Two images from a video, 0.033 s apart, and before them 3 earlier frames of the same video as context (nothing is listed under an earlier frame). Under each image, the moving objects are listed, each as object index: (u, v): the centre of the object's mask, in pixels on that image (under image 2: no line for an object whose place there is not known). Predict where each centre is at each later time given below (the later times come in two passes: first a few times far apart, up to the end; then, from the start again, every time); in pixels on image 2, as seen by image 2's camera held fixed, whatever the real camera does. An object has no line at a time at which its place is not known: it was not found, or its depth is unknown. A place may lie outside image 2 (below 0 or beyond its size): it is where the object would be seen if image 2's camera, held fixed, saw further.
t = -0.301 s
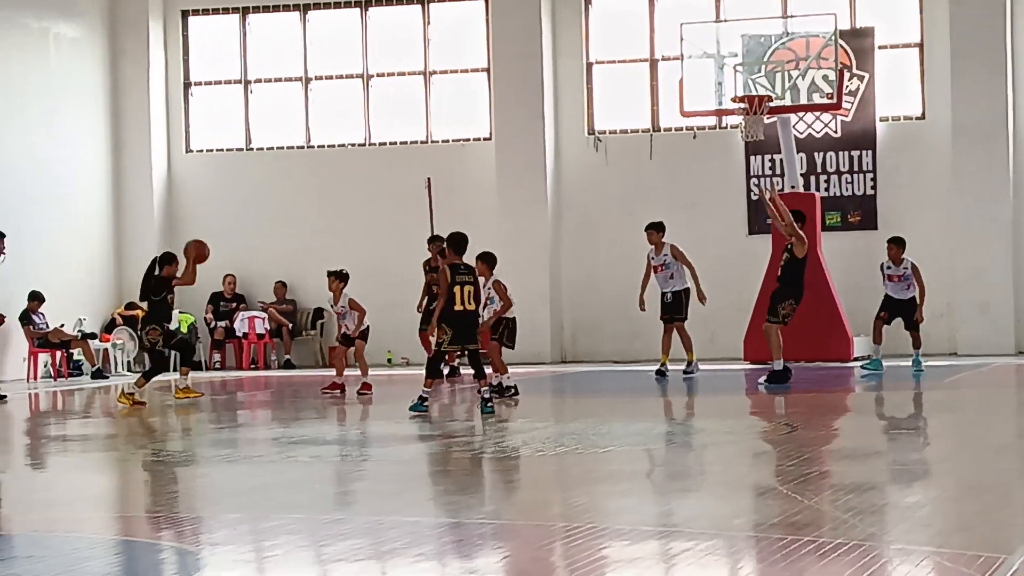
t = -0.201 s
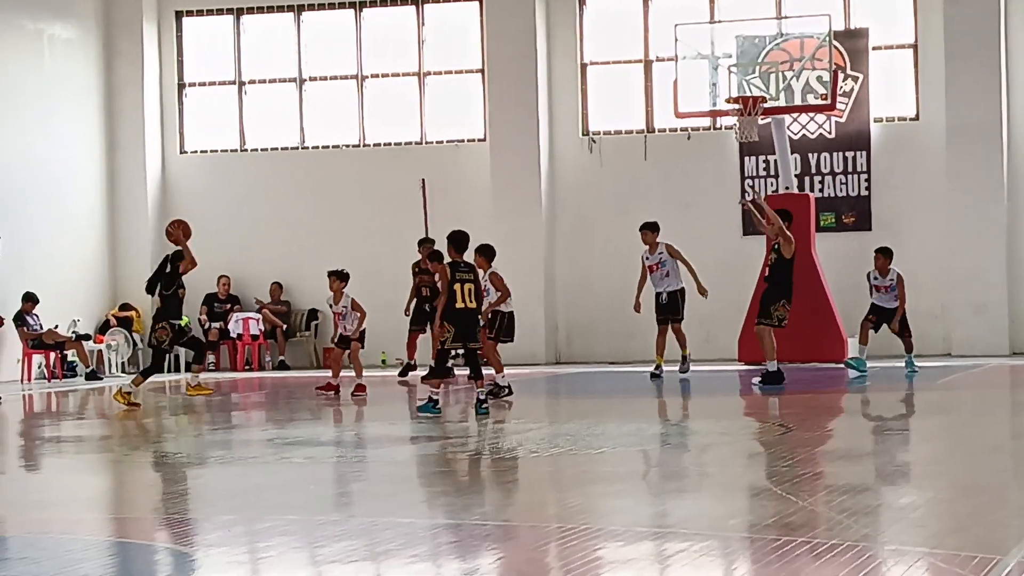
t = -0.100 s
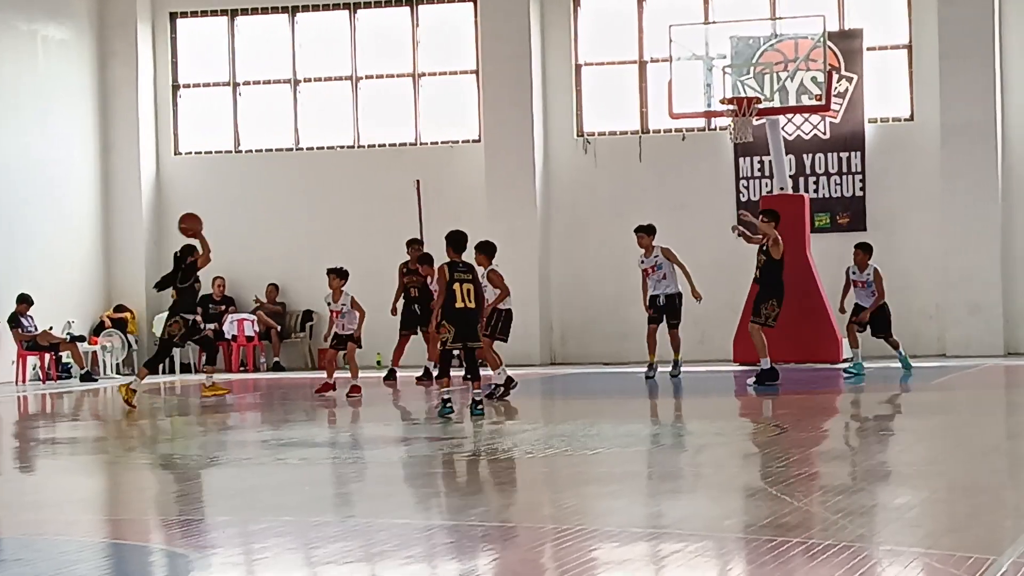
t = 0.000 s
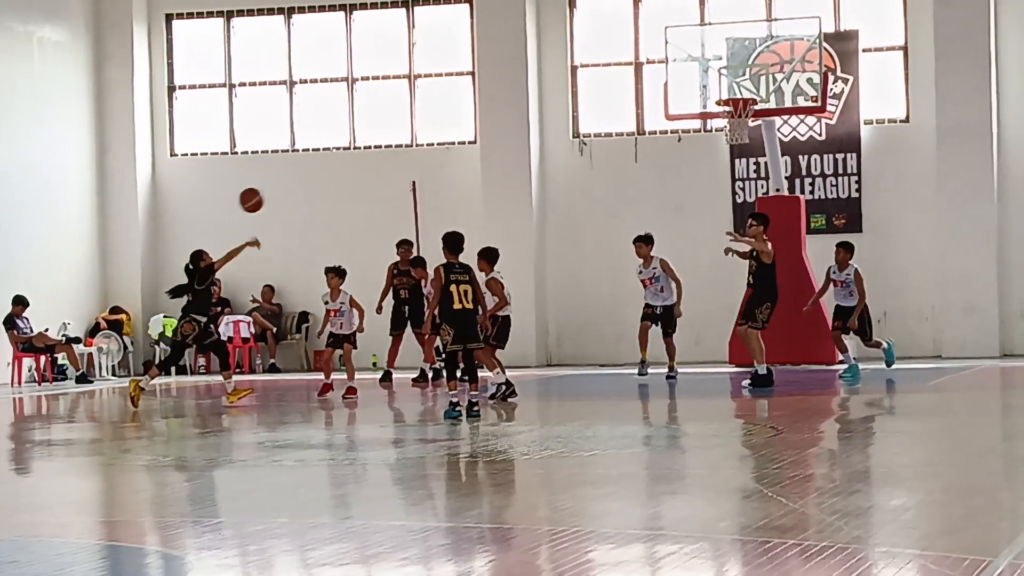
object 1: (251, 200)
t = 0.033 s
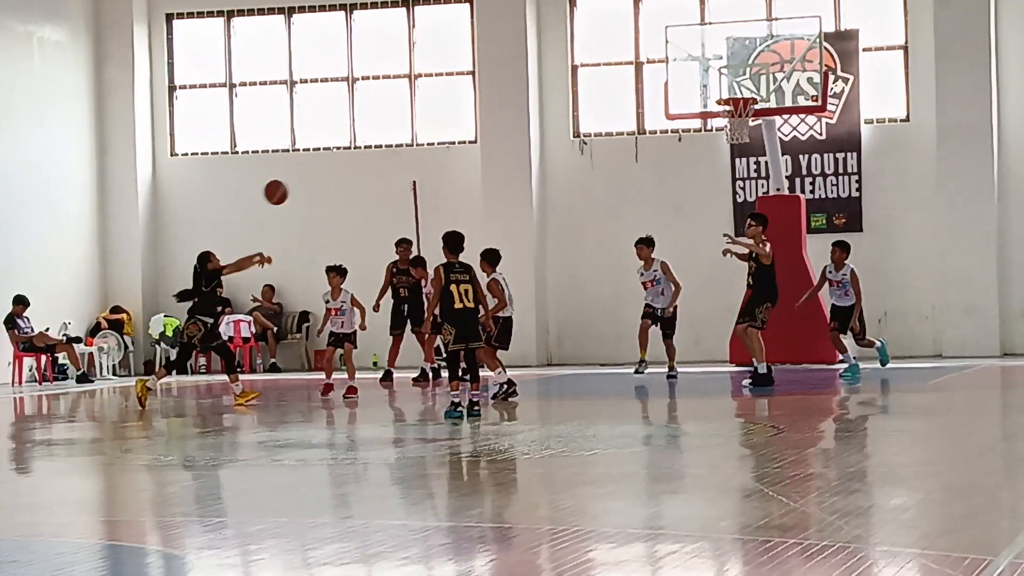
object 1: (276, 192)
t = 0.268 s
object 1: (441, 173)
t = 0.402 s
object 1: (531, 188)
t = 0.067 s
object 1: (300, 186)
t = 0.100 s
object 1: (324, 181)
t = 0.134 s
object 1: (347, 177)
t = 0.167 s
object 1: (371, 174)
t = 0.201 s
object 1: (395, 173)
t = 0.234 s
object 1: (418, 173)
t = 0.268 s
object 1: (441, 173)
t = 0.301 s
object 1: (464, 175)
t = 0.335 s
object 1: (486, 178)
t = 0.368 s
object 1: (508, 183)
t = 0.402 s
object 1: (531, 188)
